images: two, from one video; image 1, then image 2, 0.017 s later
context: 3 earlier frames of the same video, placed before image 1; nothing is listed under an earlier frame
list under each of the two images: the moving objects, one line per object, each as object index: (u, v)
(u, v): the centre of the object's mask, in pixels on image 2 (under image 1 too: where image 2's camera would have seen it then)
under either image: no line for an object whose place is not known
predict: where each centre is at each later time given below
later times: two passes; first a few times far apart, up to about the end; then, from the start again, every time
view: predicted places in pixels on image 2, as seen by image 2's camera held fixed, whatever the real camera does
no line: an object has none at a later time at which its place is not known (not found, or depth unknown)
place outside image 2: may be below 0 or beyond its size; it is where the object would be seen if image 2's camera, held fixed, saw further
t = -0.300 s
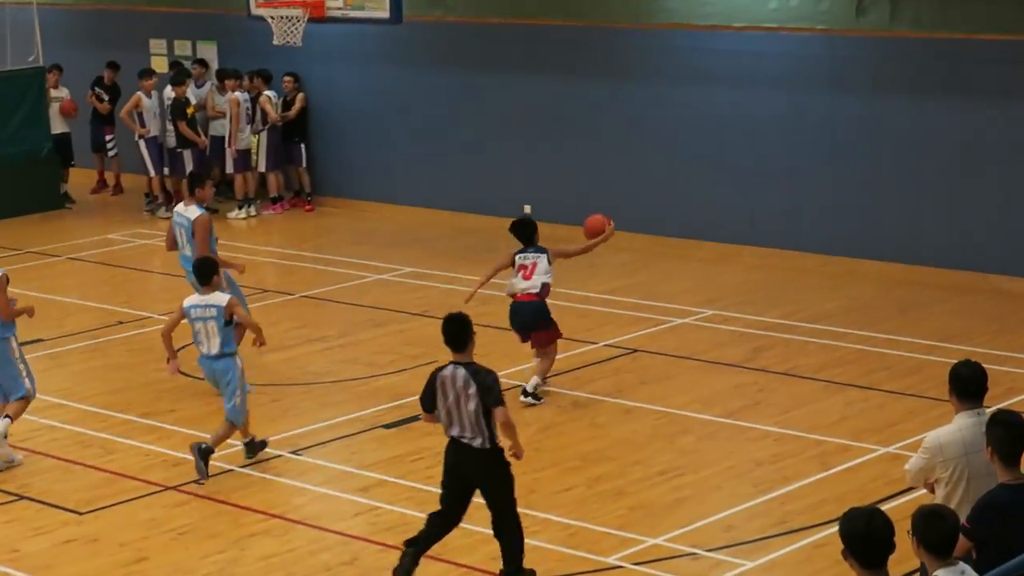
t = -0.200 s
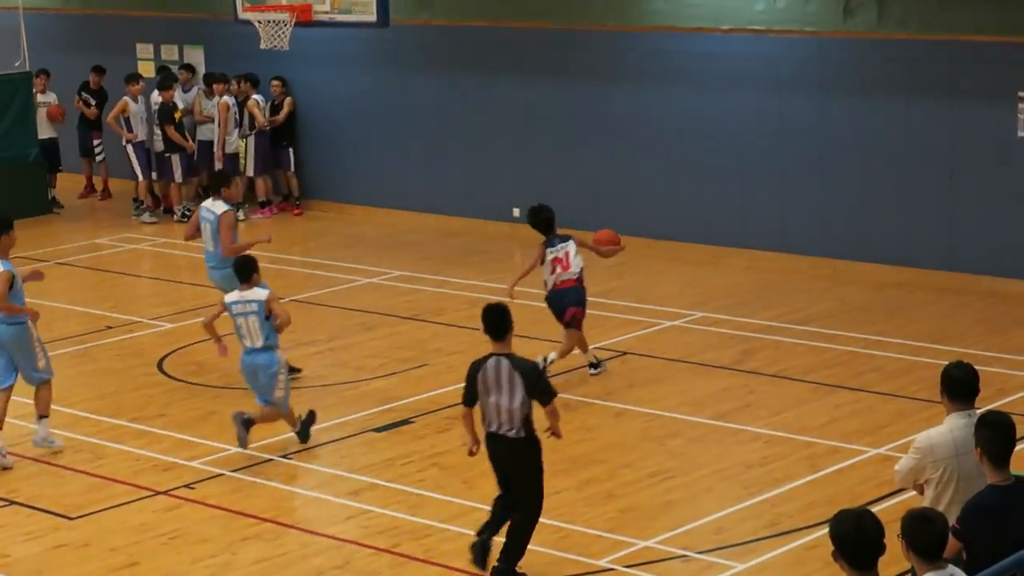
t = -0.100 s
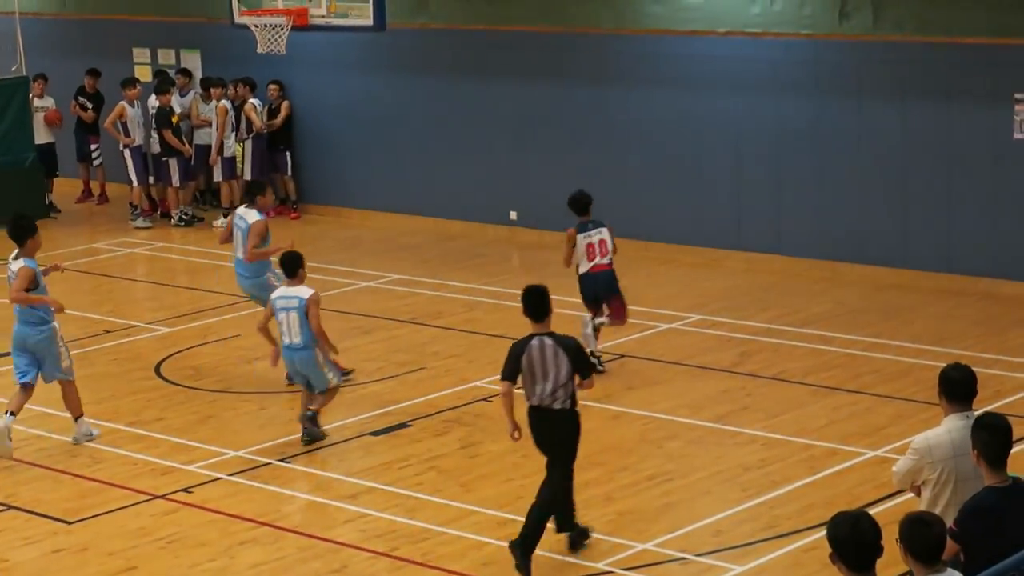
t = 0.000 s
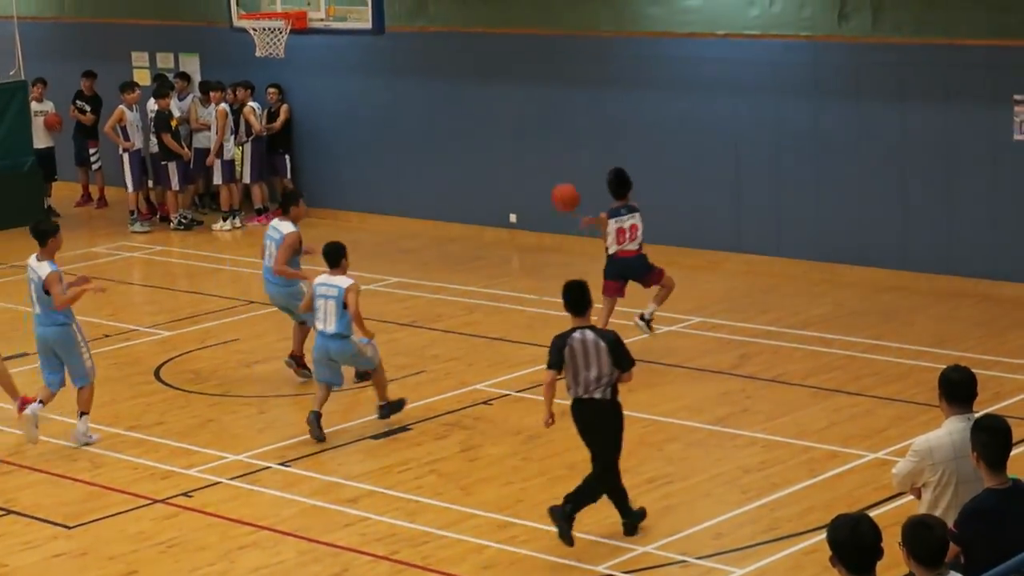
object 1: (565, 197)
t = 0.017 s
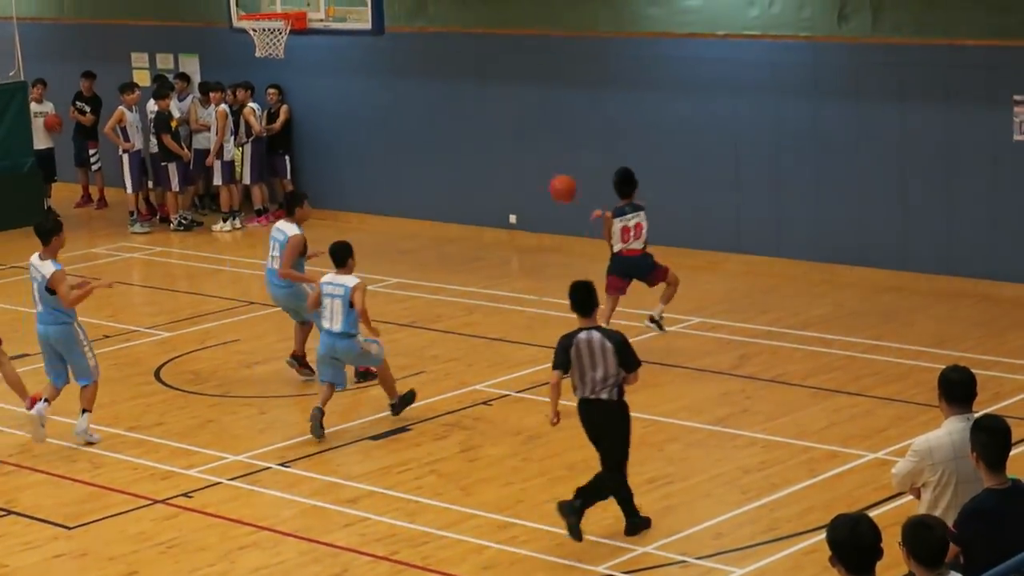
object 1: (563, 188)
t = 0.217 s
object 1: (538, 94)
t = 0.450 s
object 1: (512, 39)
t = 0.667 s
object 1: (490, 45)
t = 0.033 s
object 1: (560, 179)
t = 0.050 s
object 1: (558, 169)
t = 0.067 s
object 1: (555, 160)
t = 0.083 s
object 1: (553, 152)
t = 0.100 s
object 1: (551, 144)
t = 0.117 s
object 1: (550, 136)
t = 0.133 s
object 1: (548, 128)
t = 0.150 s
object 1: (546, 121)
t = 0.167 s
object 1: (543, 114)
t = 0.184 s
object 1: (541, 107)
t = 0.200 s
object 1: (539, 100)
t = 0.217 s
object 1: (538, 94)
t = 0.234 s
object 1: (536, 89)
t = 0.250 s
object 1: (534, 83)
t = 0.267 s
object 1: (532, 78)
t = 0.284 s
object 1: (530, 73)
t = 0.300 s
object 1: (528, 68)
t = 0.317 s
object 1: (526, 64)
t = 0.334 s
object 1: (525, 60)
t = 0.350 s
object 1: (523, 57)
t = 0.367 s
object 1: (521, 53)
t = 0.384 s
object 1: (519, 49)
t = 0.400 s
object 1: (517, 47)
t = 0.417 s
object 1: (515, 44)
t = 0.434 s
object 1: (514, 41)
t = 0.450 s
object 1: (512, 39)
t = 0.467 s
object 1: (510, 38)
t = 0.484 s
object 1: (508, 37)
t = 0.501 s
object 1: (507, 36)
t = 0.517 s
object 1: (505, 36)
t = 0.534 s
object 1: (503, 35)
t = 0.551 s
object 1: (501, 35)
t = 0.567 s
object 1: (499, 36)
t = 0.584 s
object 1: (498, 36)
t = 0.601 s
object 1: (497, 37)
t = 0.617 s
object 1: (495, 39)
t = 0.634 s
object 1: (494, 41)
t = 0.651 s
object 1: (491, 43)
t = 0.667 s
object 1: (490, 45)
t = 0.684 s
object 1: (488, 47)
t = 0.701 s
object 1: (486, 51)
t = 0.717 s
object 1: (485, 54)
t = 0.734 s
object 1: (484, 58)
